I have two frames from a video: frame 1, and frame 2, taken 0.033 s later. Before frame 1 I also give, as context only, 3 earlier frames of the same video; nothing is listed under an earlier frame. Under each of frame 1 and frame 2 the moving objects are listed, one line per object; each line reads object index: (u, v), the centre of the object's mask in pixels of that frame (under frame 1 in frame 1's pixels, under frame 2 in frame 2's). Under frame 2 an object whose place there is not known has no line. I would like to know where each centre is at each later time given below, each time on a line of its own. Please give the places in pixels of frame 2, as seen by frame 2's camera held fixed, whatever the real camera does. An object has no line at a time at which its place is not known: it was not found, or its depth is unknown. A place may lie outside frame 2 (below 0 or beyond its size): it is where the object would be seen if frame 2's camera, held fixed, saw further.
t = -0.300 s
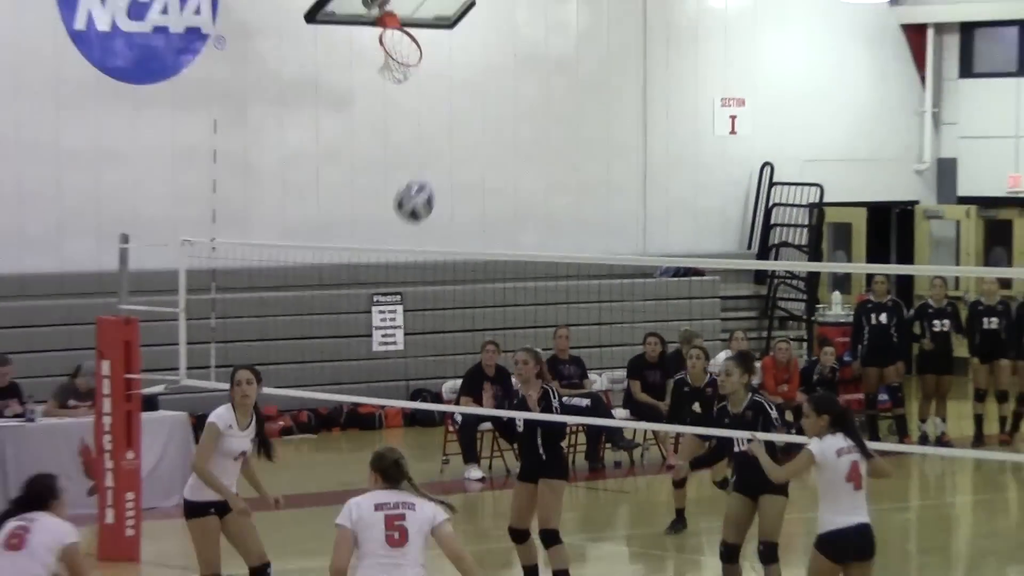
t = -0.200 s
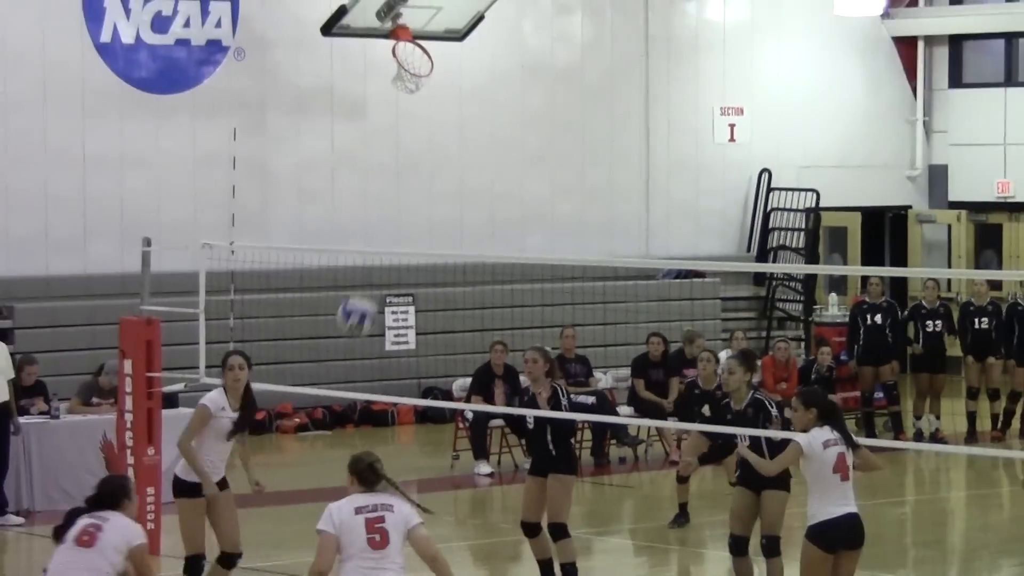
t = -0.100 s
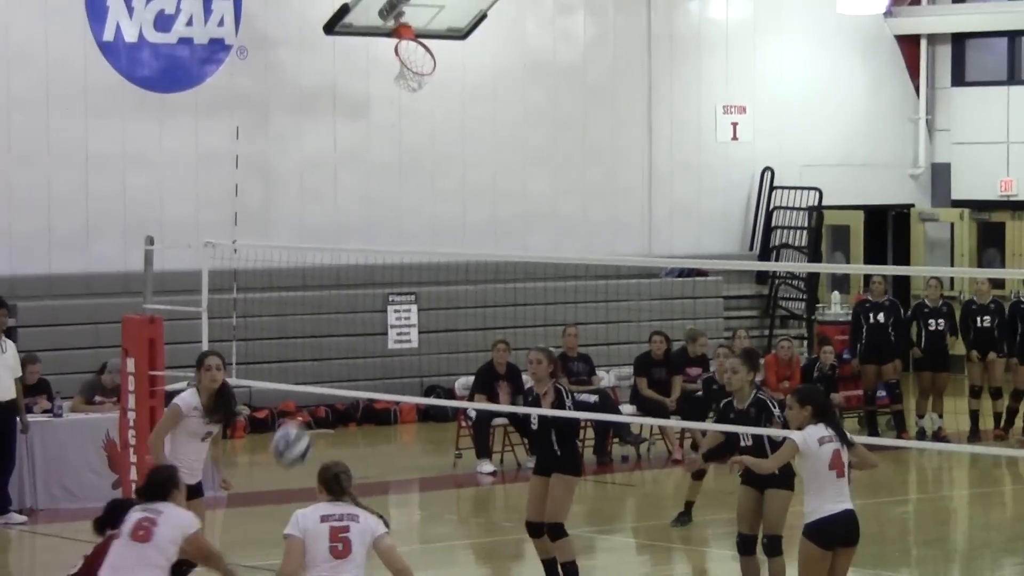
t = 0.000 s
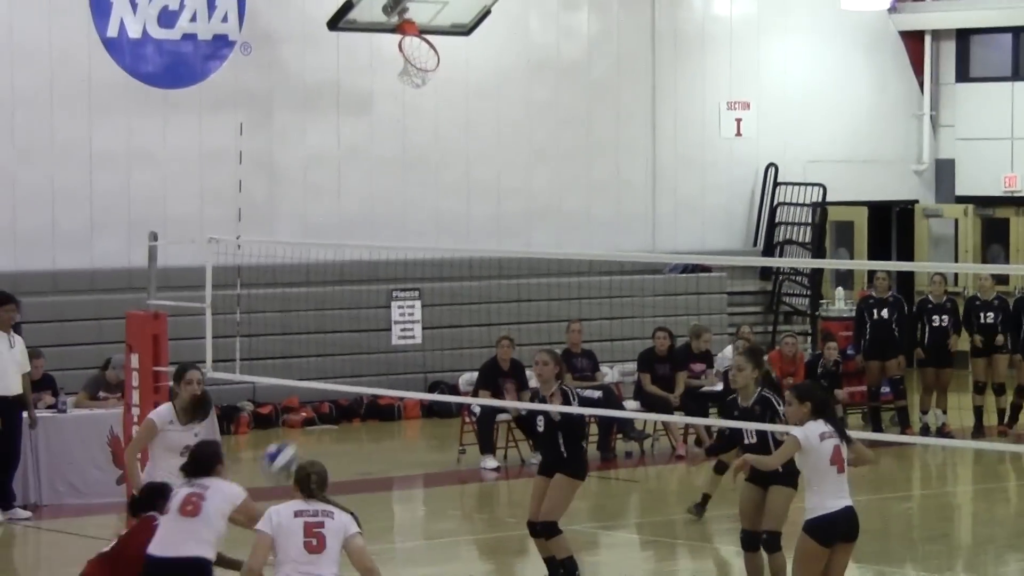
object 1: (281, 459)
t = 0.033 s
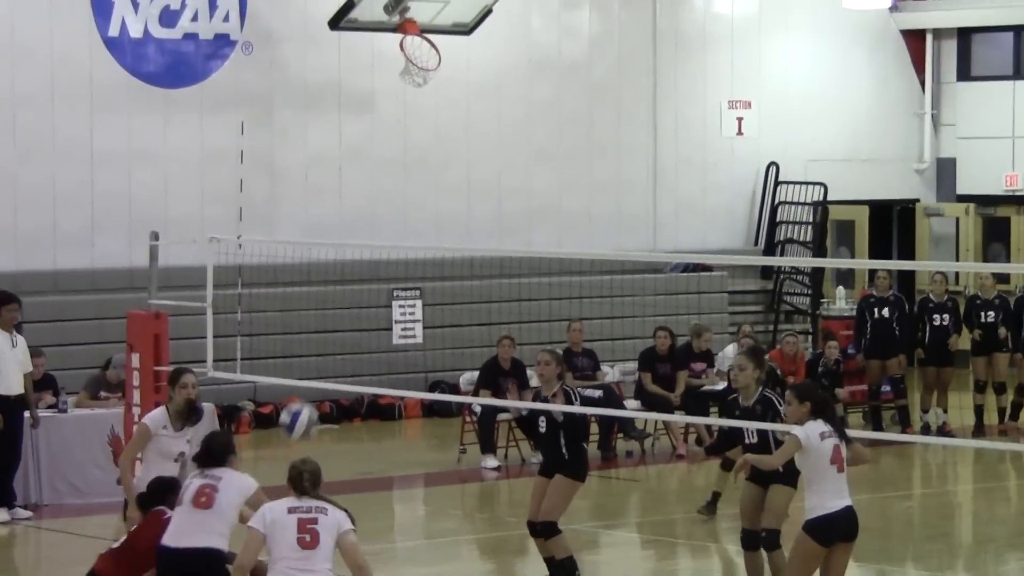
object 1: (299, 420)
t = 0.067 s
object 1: (315, 384)
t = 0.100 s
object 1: (332, 347)
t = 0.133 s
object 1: (348, 313)
